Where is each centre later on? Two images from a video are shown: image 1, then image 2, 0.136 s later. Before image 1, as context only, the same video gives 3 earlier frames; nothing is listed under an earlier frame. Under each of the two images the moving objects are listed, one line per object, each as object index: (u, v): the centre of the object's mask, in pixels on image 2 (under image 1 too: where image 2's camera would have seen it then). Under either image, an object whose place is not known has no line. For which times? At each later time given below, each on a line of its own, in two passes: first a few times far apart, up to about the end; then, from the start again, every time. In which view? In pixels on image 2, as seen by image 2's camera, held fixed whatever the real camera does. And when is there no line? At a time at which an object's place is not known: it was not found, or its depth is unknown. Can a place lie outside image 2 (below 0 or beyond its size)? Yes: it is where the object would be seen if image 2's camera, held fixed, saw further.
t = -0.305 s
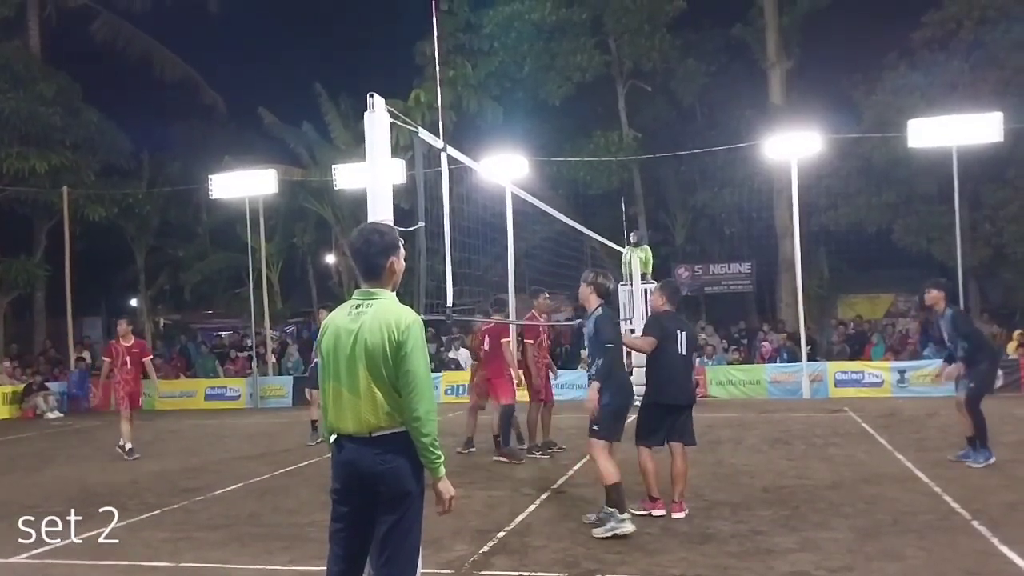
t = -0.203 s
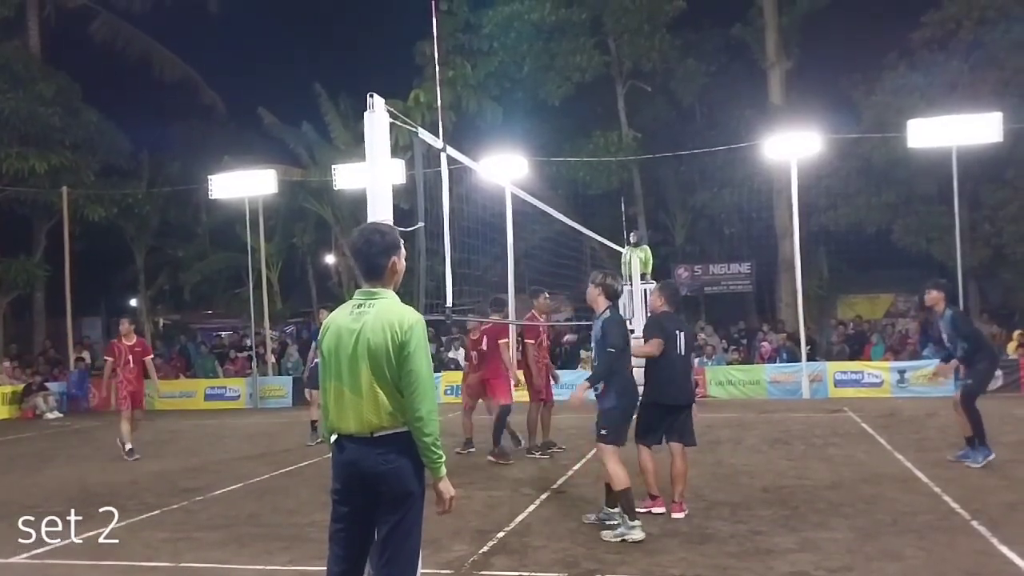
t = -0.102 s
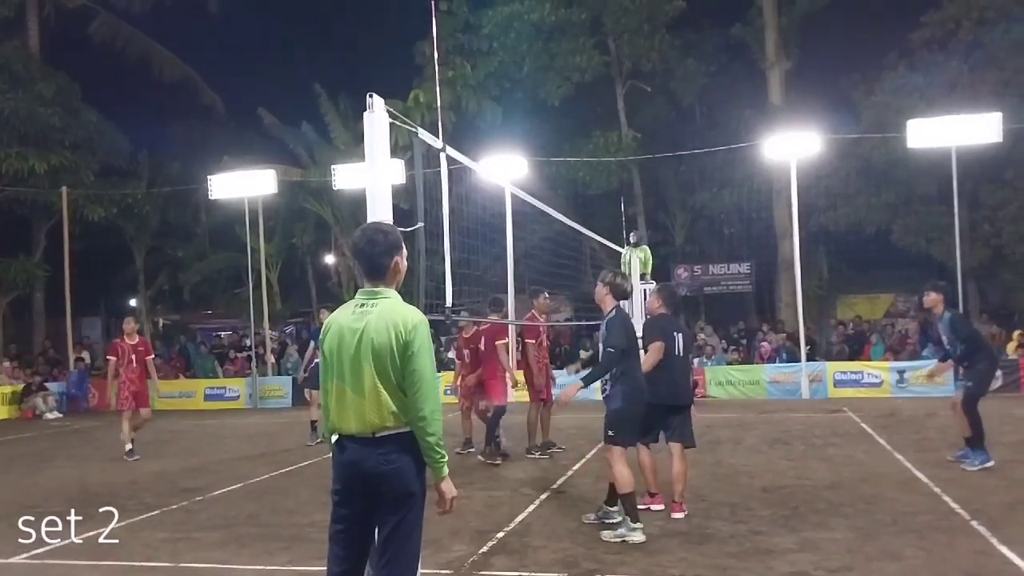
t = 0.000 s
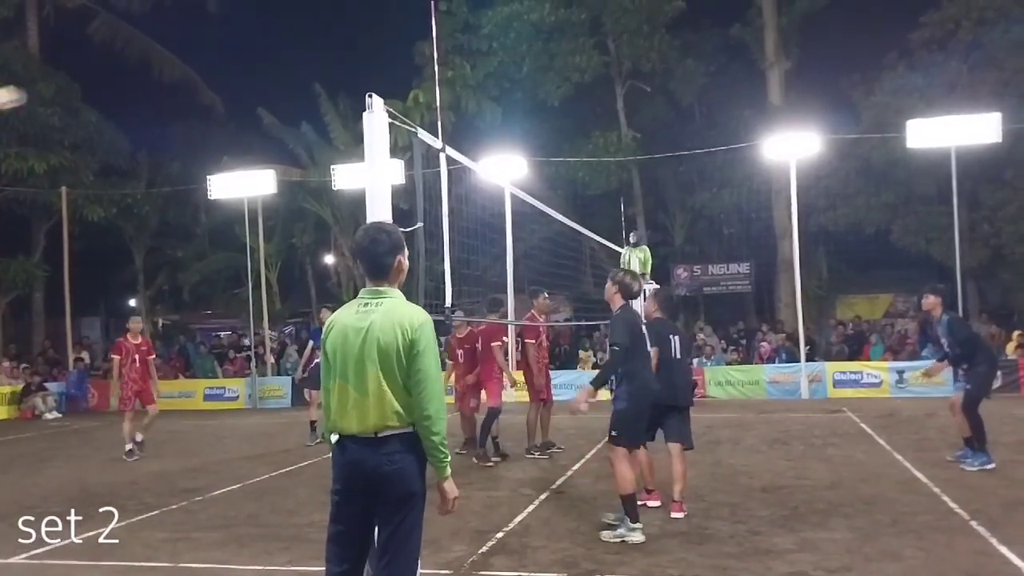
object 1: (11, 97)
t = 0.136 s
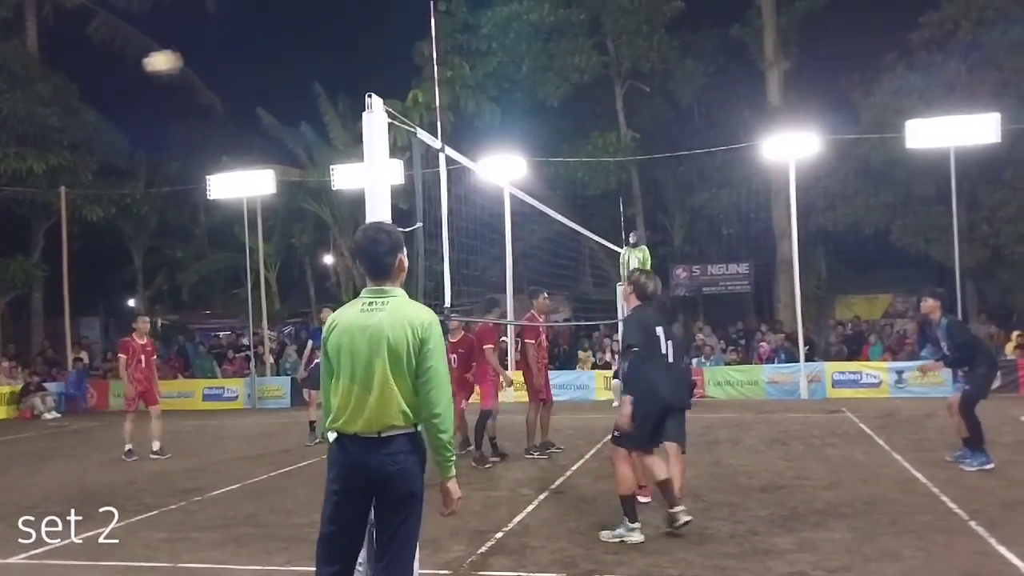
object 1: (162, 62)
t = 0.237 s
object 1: (282, 48)
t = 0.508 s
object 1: (606, 55)
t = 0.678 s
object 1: (813, 93)
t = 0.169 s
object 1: (201, 56)
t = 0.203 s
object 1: (241, 51)
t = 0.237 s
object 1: (282, 48)
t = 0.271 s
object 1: (321, 45)
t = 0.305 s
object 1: (362, 44)
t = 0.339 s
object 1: (403, 43)
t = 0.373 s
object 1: (443, 44)
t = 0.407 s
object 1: (484, 46)
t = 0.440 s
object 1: (525, 48)
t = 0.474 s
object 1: (564, 51)
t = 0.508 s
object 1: (606, 55)
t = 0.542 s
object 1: (647, 60)
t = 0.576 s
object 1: (688, 66)
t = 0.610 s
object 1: (731, 74)
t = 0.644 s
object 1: (772, 84)
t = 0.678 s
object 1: (813, 93)
